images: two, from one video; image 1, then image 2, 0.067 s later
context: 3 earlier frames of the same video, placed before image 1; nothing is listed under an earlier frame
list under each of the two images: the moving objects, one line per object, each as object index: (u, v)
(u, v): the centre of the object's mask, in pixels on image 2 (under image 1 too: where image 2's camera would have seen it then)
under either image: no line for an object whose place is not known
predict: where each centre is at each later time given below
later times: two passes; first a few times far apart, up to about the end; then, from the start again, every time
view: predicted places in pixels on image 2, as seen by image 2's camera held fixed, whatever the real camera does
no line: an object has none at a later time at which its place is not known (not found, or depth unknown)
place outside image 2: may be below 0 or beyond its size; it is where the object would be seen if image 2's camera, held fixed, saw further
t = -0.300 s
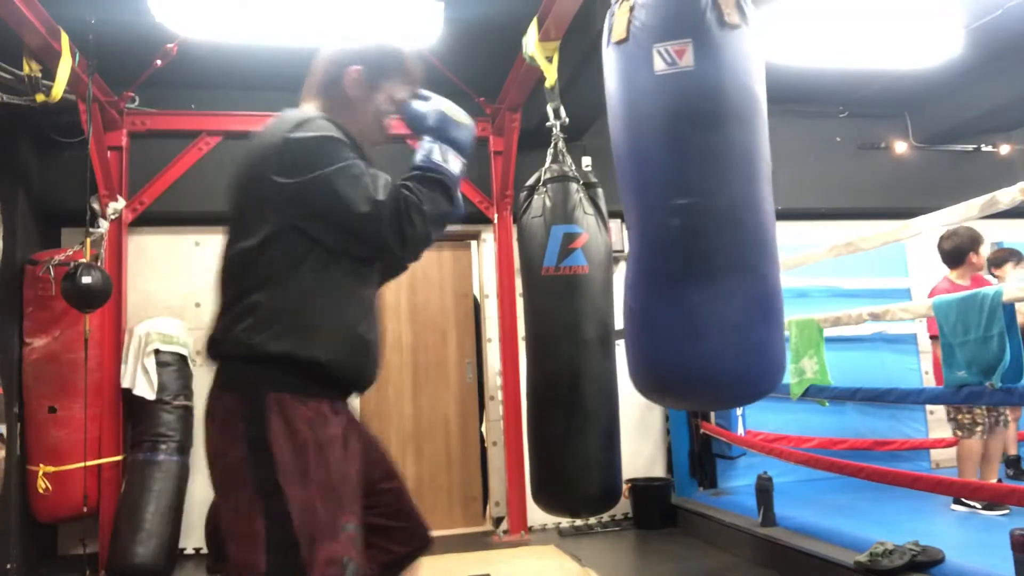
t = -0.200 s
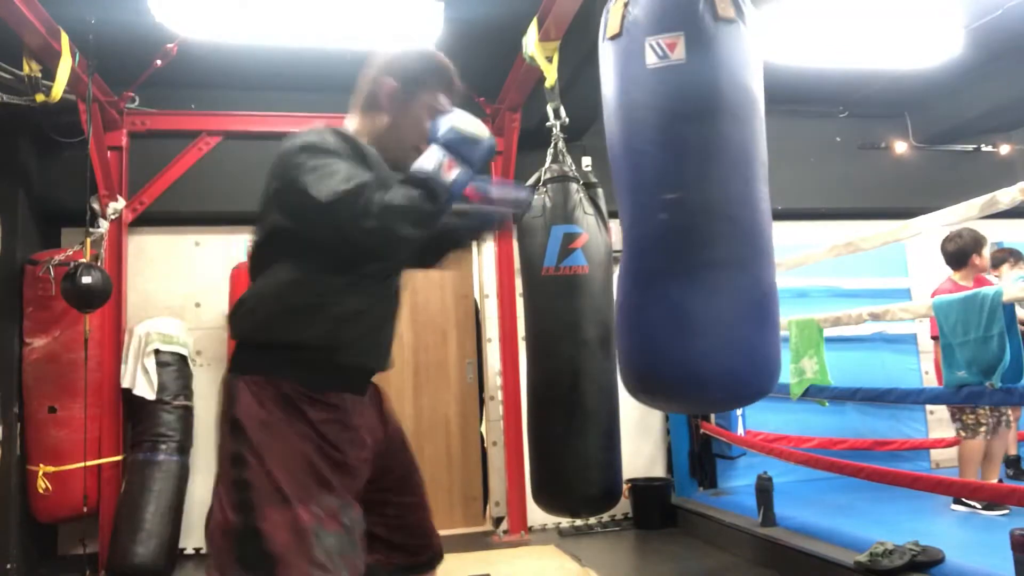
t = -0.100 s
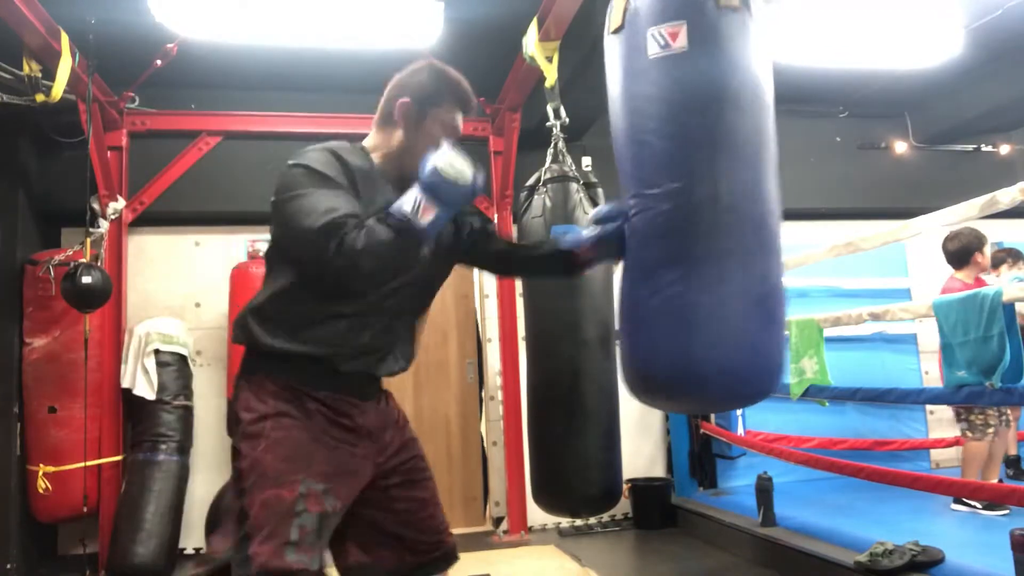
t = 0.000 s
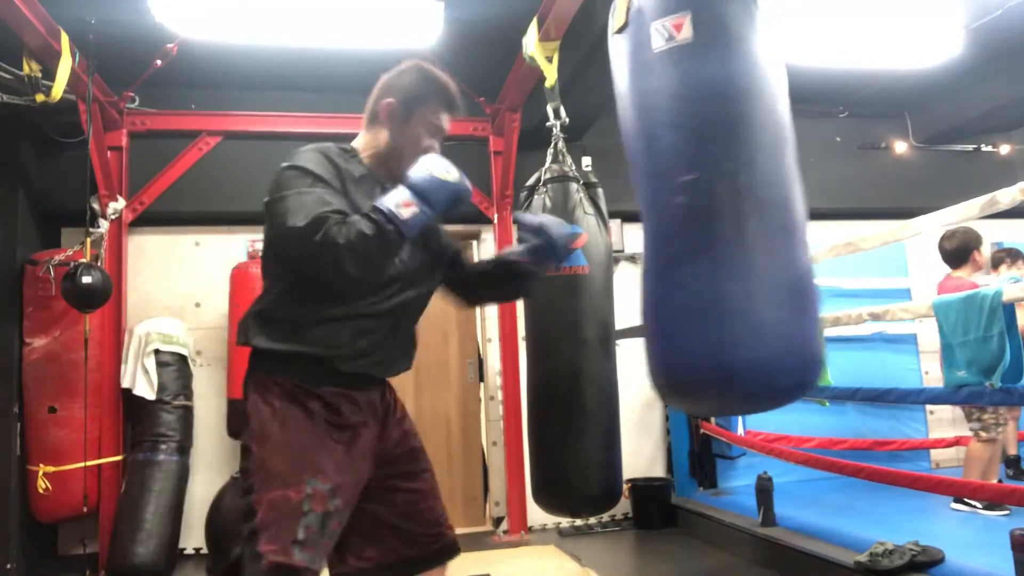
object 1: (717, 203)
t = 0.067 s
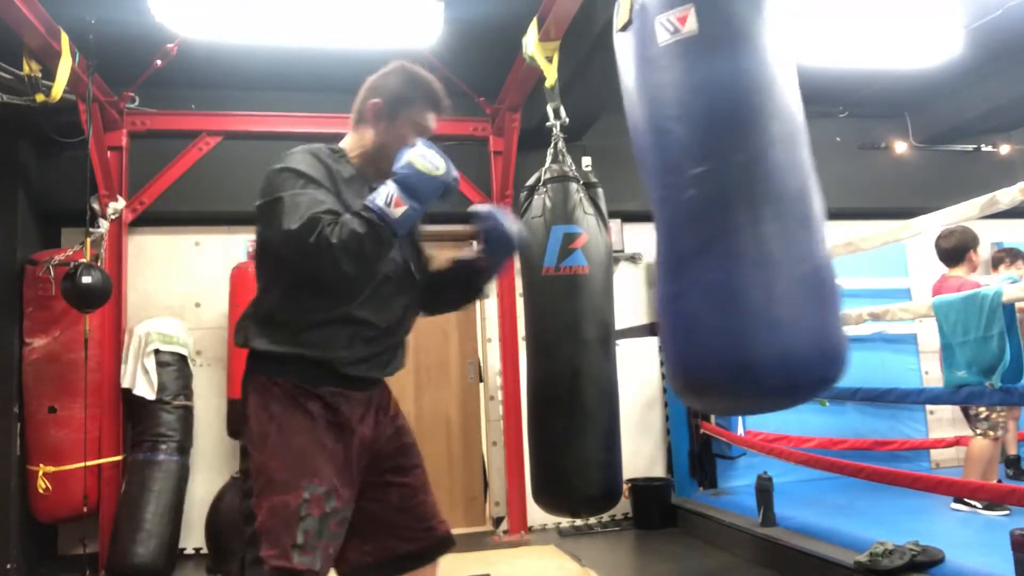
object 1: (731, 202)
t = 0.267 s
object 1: (766, 200)
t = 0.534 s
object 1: (771, 200)
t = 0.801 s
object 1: (725, 204)
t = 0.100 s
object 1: (737, 203)
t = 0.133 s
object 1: (744, 202)
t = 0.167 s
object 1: (750, 202)
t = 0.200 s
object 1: (756, 201)
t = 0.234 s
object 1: (761, 200)
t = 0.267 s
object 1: (766, 200)
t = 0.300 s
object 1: (770, 199)
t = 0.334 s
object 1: (773, 199)
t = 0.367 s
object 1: (775, 199)
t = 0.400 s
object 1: (776, 199)
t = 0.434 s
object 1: (776, 199)
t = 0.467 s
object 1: (776, 199)
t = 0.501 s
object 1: (774, 199)
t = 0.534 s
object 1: (771, 200)
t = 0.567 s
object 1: (767, 200)
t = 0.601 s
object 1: (763, 201)
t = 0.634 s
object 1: (758, 202)
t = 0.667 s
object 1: (752, 202)
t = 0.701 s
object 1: (746, 203)
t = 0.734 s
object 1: (739, 204)
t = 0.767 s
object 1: (733, 204)
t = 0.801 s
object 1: (725, 204)
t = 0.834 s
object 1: (719, 205)
